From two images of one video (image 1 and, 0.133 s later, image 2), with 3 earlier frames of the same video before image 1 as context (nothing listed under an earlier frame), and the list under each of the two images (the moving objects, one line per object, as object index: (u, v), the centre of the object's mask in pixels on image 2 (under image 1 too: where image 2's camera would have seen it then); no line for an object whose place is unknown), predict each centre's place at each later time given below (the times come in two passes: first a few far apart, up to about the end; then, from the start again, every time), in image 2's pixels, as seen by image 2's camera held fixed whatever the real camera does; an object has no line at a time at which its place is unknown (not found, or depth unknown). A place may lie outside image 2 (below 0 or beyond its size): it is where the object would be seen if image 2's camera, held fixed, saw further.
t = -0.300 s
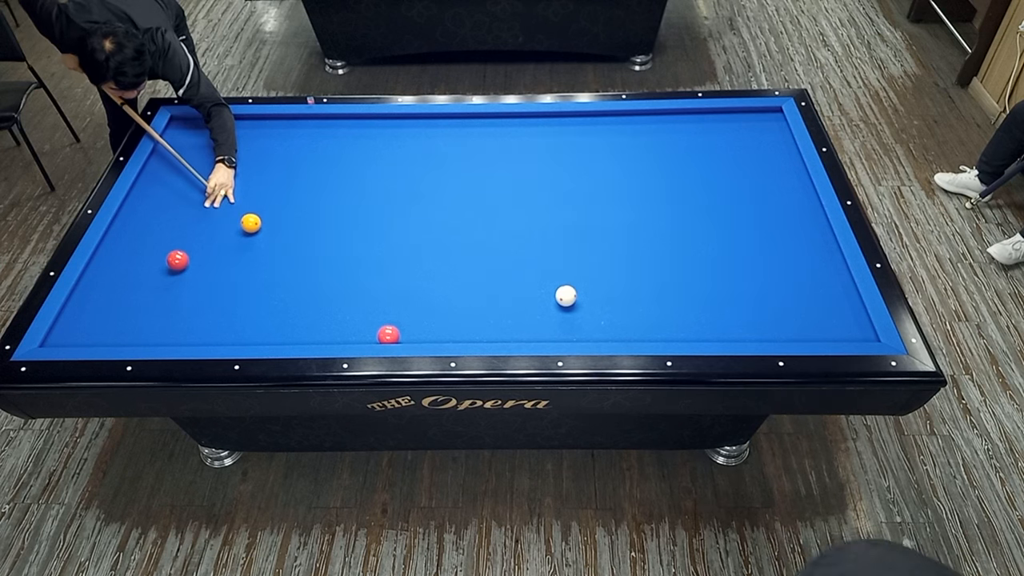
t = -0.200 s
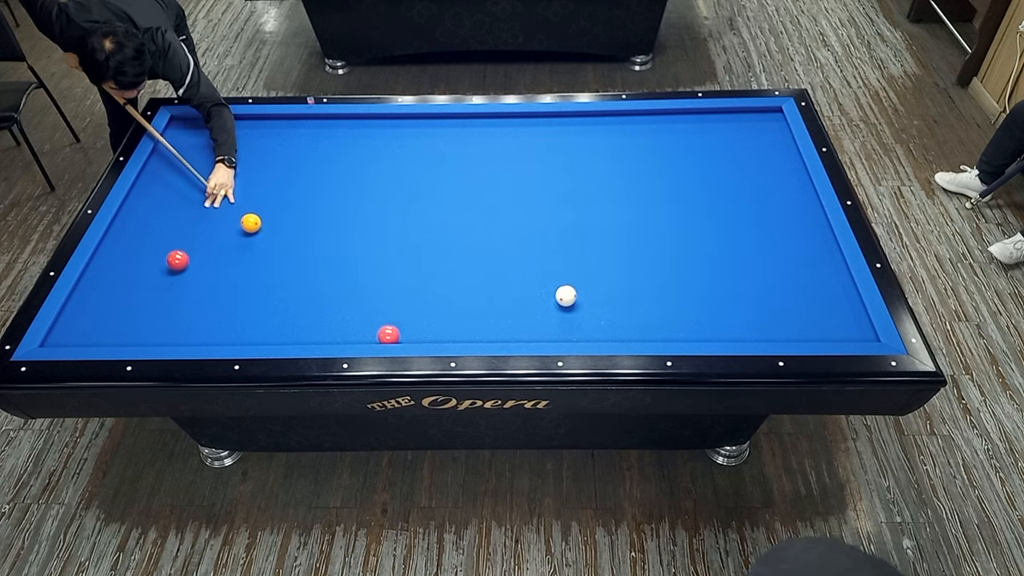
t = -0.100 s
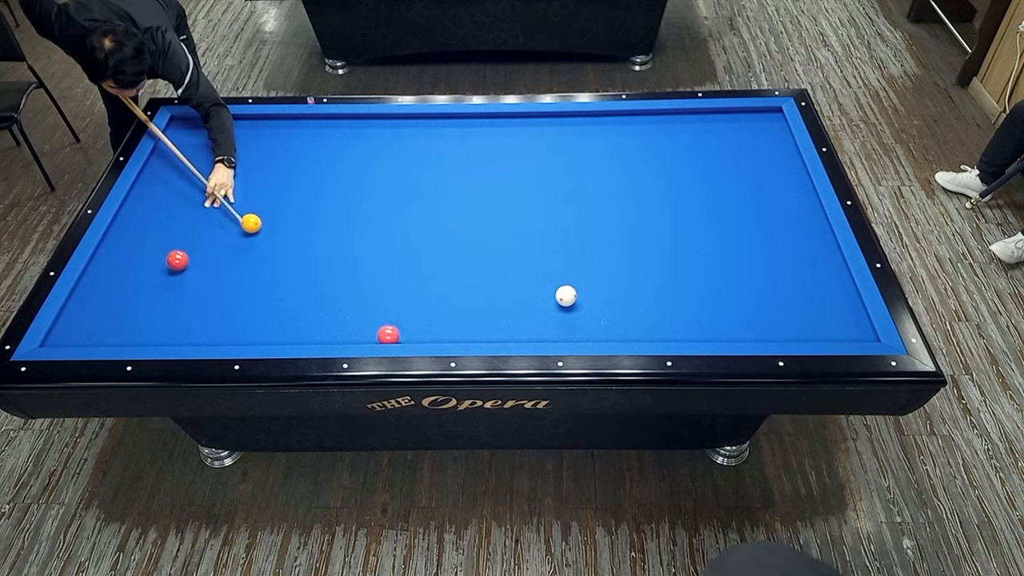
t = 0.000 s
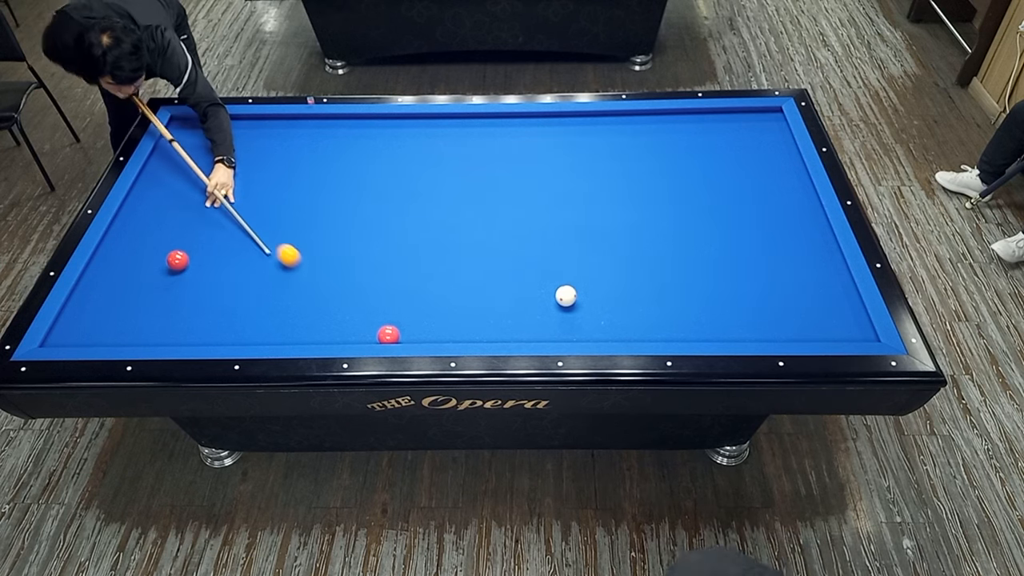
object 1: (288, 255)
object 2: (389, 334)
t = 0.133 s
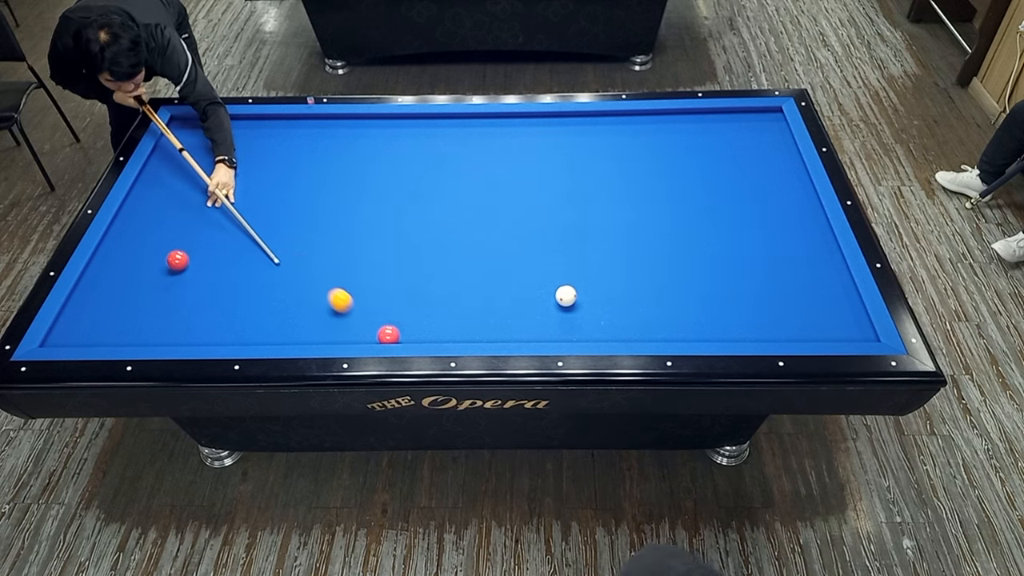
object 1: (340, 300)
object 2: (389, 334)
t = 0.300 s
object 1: (364, 335)
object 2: (424, 325)
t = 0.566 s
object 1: (339, 323)
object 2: (505, 292)
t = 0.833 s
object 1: (316, 311)
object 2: (575, 263)
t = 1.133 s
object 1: (292, 298)
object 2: (648, 234)
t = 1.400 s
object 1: (271, 288)
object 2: (708, 209)
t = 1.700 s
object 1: (250, 277)
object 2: (772, 183)
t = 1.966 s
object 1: (232, 268)
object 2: (775, 161)
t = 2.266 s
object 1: (214, 258)
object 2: (729, 138)
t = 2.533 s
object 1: (198, 250)
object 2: (691, 119)
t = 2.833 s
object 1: (182, 241)
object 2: (658, 124)
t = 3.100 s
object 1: (169, 235)
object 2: (630, 135)
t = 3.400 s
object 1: (155, 227)
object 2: (599, 149)
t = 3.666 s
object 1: (143, 221)
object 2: (572, 161)
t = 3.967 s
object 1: (132, 215)
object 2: (540, 175)
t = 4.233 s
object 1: (128, 209)
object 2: (512, 187)
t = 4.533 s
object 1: (140, 200)
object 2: (480, 201)
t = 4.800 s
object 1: (149, 193)
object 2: (452, 213)
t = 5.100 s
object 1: (159, 186)
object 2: (420, 227)
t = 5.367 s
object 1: (167, 180)
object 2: (391, 240)
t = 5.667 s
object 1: (175, 174)
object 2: (359, 254)
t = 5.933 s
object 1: (181, 169)
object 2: (330, 267)
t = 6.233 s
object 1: (188, 165)
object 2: (297, 282)
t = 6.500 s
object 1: (193, 161)
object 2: (267, 295)
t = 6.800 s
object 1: (198, 158)
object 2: (234, 310)
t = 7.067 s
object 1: (203, 155)
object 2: (205, 324)
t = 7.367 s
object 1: (207, 153)
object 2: (173, 336)
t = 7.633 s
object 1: (210, 151)
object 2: (157, 334)
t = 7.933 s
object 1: (212, 150)
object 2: (142, 327)
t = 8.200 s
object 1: (214, 149)
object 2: (130, 321)
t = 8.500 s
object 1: (215, 148)
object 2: (118, 315)
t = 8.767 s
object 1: (216, 148)
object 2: (108, 310)
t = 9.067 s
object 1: (216, 148)
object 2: (98, 305)
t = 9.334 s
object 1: (216, 148)
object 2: (90, 300)
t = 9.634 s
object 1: (216, 148)
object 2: (82, 296)
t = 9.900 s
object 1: (216, 148)
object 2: (81, 293)
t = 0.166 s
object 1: (352, 311)
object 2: (388, 334)
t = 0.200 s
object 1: (365, 322)
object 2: (388, 334)
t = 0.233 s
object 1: (369, 330)
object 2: (397, 334)
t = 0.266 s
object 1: (367, 333)
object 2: (410, 330)
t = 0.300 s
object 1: (364, 335)
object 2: (424, 325)
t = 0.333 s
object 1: (361, 334)
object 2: (436, 320)
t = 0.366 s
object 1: (357, 332)
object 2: (447, 315)
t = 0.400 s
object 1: (354, 331)
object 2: (458, 311)
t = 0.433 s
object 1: (351, 329)
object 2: (468, 307)
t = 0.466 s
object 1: (348, 327)
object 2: (478, 303)
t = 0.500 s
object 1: (345, 326)
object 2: (487, 299)
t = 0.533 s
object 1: (342, 324)
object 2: (496, 296)
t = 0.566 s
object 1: (339, 323)
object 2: (505, 292)
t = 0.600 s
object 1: (336, 321)
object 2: (515, 288)
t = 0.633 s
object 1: (334, 319)
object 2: (524, 285)
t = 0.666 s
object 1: (331, 318)
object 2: (532, 281)
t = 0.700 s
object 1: (328, 317)
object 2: (541, 277)
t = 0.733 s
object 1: (325, 315)
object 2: (550, 273)
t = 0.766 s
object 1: (322, 314)
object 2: (558, 270)
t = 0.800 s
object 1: (319, 312)
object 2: (567, 267)
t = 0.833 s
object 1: (316, 311)
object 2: (575, 263)
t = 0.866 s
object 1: (314, 309)
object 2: (584, 260)
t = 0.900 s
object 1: (311, 308)
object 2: (592, 257)
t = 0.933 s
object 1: (308, 306)
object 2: (600, 253)
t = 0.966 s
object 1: (305, 305)
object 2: (608, 250)
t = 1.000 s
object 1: (303, 304)
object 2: (616, 247)
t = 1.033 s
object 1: (300, 302)
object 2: (624, 244)
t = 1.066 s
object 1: (297, 301)
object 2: (632, 240)
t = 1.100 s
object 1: (295, 299)
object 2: (640, 237)
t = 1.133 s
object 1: (292, 298)
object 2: (648, 234)
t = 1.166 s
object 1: (290, 297)
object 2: (656, 231)
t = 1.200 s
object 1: (287, 296)
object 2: (663, 228)
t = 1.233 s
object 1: (284, 294)
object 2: (671, 224)
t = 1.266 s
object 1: (281, 293)
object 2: (679, 221)
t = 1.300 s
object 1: (279, 292)
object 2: (686, 219)
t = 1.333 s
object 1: (276, 290)
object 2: (694, 215)
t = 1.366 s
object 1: (274, 289)
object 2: (701, 212)
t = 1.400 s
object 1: (271, 288)
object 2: (708, 209)
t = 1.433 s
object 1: (269, 287)
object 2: (716, 206)
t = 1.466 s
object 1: (267, 285)
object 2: (723, 203)
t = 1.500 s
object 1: (264, 284)
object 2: (730, 200)
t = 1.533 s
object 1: (262, 283)
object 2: (737, 197)
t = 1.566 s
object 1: (259, 282)
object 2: (744, 195)
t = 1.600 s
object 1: (257, 280)
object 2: (751, 192)
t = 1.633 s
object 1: (255, 279)
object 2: (758, 189)
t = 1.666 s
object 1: (252, 278)
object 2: (765, 186)
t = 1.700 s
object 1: (250, 277)
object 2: (772, 183)
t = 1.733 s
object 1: (248, 276)
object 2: (779, 181)
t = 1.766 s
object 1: (246, 275)
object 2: (785, 178)
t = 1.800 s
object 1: (243, 273)
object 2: (792, 175)
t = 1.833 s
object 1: (241, 272)
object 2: (798, 173)
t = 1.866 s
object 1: (239, 271)
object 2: (795, 170)
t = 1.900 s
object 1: (237, 270)
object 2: (787, 167)
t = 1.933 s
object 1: (234, 269)
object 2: (781, 164)
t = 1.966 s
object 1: (232, 268)
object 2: (775, 161)
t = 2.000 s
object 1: (230, 267)
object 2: (770, 158)
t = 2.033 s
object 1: (228, 266)
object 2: (764, 156)
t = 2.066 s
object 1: (226, 265)
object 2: (759, 153)
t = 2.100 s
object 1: (224, 264)
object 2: (754, 150)
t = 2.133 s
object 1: (222, 262)
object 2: (749, 148)
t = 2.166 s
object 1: (220, 261)
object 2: (743, 145)
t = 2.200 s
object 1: (218, 260)
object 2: (739, 143)
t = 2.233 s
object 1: (216, 259)
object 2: (734, 140)
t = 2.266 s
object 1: (214, 258)
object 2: (729, 138)
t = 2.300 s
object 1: (212, 257)
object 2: (724, 135)
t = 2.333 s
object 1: (210, 256)
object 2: (719, 133)
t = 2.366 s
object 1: (208, 255)
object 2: (714, 130)
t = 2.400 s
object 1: (206, 254)
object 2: (710, 128)
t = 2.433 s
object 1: (204, 253)
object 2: (705, 126)
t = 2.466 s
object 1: (202, 252)
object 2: (700, 123)
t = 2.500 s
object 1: (200, 251)
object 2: (696, 121)
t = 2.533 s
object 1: (198, 250)
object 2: (691, 119)
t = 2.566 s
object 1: (197, 249)
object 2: (687, 116)
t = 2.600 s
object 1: (195, 248)
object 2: (682, 114)
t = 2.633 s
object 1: (193, 247)
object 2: (679, 114)
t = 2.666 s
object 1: (191, 246)
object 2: (675, 116)
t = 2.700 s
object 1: (189, 245)
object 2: (672, 118)
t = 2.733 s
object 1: (188, 244)
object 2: (668, 119)
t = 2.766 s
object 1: (186, 243)
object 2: (665, 121)
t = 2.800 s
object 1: (184, 242)
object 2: (661, 122)
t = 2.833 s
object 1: (182, 241)
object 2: (658, 124)
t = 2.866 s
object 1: (180, 241)
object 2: (654, 125)
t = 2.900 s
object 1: (179, 240)
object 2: (651, 126)
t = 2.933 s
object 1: (177, 239)
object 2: (648, 128)
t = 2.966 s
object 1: (175, 238)
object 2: (644, 130)
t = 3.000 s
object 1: (174, 237)
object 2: (641, 131)
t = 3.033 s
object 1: (172, 236)
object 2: (637, 133)
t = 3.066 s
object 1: (170, 236)
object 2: (634, 134)
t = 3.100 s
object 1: (169, 235)
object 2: (630, 135)
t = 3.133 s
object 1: (167, 234)
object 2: (627, 137)
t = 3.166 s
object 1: (166, 233)
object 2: (623, 139)
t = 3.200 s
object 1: (164, 232)
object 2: (620, 140)
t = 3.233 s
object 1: (162, 231)
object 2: (617, 142)
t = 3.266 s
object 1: (161, 231)
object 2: (613, 143)
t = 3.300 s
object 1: (159, 230)
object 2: (610, 144)
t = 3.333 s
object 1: (158, 229)
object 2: (606, 146)
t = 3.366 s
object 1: (156, 228)
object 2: (603, 148)
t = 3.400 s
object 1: (155, 227)
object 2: (599, 149)
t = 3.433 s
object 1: (153, 227)
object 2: (596, 151)
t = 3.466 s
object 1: (152, 226)
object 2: (592, 152)
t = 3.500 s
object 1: (150, 225)
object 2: (589, 154)
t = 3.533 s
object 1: (149, 224)
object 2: (586, 155)
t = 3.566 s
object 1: (148, 224)
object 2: (582, 157)
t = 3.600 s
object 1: (146, 223)
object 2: (578, 158)
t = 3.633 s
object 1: (145, 222)
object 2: (575, 160)
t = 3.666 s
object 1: (143, 221)
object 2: (572, 161)
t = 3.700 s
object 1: (142, 221)
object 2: (568, 163)
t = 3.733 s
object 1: (141, 220)
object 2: (565, 164)
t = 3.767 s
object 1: (139, 219)
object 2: (561, 166)
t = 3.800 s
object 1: (138, 218)
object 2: (558, 167)
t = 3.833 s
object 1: (137, 218)
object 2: (554, 169)
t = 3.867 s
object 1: (135, 217)
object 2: (551, 170)
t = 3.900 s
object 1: (134, 216)
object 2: (547, 172)
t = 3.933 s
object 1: (133, 216)
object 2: (544, 173)
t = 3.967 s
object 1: (132, 215)
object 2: (540, 175)
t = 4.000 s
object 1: (130, 214)
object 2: (537, 176)
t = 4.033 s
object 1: (129, 213)
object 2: (533, 178)
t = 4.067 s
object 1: (128, 213)
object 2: (530, 180)
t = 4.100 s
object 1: (127, 212)
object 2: (526, 181)
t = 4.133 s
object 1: (125, 212)
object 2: (523, 182)
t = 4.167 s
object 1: (126, 211)
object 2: (519, 184)
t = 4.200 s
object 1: (127, 210)
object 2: (516, 185)
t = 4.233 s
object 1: (128, 209)
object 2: (512, 187)
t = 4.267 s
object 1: (130, 208)
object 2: (509, 188)
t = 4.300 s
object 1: (131, 207)
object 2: (505, 190)
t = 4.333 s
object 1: (132, 206)
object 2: (501, 191)
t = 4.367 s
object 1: (134, 205)
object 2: (498, 193)
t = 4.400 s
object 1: (135, 204)
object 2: (495, 195)
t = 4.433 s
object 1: (136, 203)
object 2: (491, 196)
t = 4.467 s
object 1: (137, 202)
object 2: (487, 198)
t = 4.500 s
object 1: (139, 201)
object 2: (484, 199)
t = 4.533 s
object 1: (140, 200)
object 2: (480, 201)
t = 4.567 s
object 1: (141, 199)
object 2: (477, 202)
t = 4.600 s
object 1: (142, 198)
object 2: (473, 204)
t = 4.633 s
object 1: (143, 197)
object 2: (470, 205)
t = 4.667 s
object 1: (145, 196)
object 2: (467, 207)
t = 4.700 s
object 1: (146, 196)
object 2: (463, 209)
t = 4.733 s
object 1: (147, 195)
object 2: (459, 210)
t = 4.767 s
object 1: (148, 194)
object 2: (456, 212)
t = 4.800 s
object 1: (149, 193)
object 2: (452, 213)
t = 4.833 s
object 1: (150, 192)
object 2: (449, 215)
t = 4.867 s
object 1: (151, 191)
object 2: (445, 216)
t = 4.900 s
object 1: (153, 191)
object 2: (441, 218)
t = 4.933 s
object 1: (154, 190)
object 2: (438, 220)
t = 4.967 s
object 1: (155, 189)
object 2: (434, 221)
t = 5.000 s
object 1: (156, 188)
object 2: (431, 222)
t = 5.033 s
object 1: (157, 187)
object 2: (427, 224)
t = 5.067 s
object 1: (158, 187)
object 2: (424, 226)
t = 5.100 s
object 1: (159, 186)
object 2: (420, 227)
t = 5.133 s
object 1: (160, 185)
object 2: (416, 229)
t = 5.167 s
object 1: (161, 184)
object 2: (413, 230)
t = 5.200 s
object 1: (162, 184)
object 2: (409, 232)
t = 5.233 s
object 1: (163, 183)
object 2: (406, 234)
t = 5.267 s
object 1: (164, 182)
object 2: (402, 235)
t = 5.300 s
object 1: (165, 181)
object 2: (399, 237)
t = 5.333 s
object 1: (166, 181)
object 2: (395, 238)
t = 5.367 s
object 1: (167, 180)
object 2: (391, 240)
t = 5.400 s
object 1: (168, 179)
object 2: (388, 241)
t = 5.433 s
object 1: (168, 178)
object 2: (384, 243)
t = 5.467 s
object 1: (169, 178)
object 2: (381, 245)
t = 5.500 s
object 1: (170, 177)
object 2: (377, 246)
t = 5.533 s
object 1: (171, 176)
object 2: (373, 248)
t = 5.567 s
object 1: (172, 176)
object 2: (370, 249)
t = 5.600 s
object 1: (173, 175)
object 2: (366, 251)
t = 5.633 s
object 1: (174, 175)
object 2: (362, 253)
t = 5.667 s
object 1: (175, 174)
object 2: (359, 254)
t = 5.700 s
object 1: (175, 173)
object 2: (355, 256)
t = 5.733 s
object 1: (176, 173)
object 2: (352, 257)
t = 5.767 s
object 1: (177, 172)
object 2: (348, 259)
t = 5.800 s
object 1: (178, 172)
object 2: (344, 261)
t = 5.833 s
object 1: (179, 171)
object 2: (341, 262)
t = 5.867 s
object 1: (179, 170)
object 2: (337, 264)
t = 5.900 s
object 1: (180, 170)
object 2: (333, 265)
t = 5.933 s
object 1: (181, 169)
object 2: (330, 267)
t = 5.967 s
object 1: (182, 169)
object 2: (326, 269)
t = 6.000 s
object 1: (183, 168)
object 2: (322, 270)
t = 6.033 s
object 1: (183, 168)
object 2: (319, 272)
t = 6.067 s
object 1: (184, 167)
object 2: (315, 274)
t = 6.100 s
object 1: (185, 167)
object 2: (311, 275)
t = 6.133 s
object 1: (186, 166)
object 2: (308, 277)
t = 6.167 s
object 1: (186, 166)
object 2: (304, 279)
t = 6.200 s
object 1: (187, 165)
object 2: (300, 280)
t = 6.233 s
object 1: (188, 165)
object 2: (297, 282)
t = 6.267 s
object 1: (188, 164)
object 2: (293, 283)
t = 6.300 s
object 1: (189, 164)
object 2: (289, 285)
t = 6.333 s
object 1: (190, 163)
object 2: (286, 287)
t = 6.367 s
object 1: (191, 163)
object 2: (282, 288)
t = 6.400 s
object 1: (191, 163)
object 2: (278, 290)
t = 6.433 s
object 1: (192, 162)
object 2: (275, 292)
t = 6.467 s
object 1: (193, 162)
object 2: (271, 293)
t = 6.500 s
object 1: (193, 161)
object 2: (267, 295)
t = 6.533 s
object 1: (194, 161)
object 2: (264, 297)
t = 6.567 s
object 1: (194, 160)
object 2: (260, 298)
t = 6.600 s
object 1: (195, 160)
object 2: (256, 300)
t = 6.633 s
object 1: (196, 160)
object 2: (253, 302)
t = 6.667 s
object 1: (196, 159)
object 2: (249, 303)
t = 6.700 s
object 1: (197, 159)
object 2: (245, 305)
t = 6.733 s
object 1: (197, 158)
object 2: (242, 307)
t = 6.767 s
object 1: (198, 158)
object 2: (238, 308)
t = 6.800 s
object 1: (198, 158)
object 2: (234, 310)
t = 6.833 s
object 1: (199, 157)
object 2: (231, 312)
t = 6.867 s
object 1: (200, 157)
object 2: (227, 313)
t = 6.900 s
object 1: (200, 157)
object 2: (223, 315)
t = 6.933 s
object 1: (201, 156)
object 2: (220, 317)
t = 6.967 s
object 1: (201, 156)
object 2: (216, 319)
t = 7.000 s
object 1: (202, 156)
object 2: (213, 320)
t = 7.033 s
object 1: (202, 155)
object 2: (209, 322)
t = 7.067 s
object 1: (203, 155)
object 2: (205, 324)
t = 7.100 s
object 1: (203, 155)
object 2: (202, 325)
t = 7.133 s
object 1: (204, 154)
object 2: (198, 327)
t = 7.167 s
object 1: (204, 154)
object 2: (194, 328)
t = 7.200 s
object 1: (205, 154)
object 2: (191, 330)
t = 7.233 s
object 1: (205, 154)
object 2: (187, 332)
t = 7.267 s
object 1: (205, 153)
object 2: (183, 333)
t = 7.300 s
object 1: (206, 153)
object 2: (180, 334)
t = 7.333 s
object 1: (206, 153)
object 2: (177, 335)
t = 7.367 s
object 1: (207, 153)
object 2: (173, 336)
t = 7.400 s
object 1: (207, 152)
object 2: (170, 337)
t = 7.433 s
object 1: (207, 152)
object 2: (168, 337)
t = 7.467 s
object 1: (208, 152)
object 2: (166, 336)
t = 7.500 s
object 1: (208, 152)
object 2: (164, 336)
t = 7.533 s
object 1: (209, 152)
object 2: (162, 336)
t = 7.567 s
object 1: (209, 151)
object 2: (160, 335)
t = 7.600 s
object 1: (209, 151)
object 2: (159, 335)
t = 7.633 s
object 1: (210, 151)
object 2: (157, 334)
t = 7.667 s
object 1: (210, 151)
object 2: (155, 333)
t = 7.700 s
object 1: (210, 151)
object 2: (154, 333)
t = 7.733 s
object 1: (211, 151)
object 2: (152, 332)
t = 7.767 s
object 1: (211, 150)
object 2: (150, 331)
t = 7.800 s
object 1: (211, 150)
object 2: (149, 330)
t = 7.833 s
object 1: (212, 150)
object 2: (147, 329)
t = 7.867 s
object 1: (212, 150)
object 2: (146, 329)
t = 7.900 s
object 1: (212, 150)
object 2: (144, 328)
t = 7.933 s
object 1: (212, 150)
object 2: (142, 327)
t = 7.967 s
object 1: (213, 150)
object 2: (141, 327)
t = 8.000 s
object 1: (213, 149)
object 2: (139, 326)
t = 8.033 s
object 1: (213, 149)
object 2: (138, 325)
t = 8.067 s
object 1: (214, 149)
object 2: (136, 324)
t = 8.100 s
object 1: (214, 149)
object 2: (135, 323)
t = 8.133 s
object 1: (214, 149)
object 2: (133, 323)
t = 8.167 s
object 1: (214, 149)
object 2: (132, 322)
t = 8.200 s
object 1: (214, 149)
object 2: (130, 321)
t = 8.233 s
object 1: (214, 149)
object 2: (129, 320)
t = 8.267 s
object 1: (215, 149)
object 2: (128, 320)
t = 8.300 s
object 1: (215, 149)
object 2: (127, 319)
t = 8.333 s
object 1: (215, 149)
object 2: (125, 318)
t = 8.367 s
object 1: (215, 148)
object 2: (124, 317)
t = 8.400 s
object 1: (215, 148)
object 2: (122, 317)
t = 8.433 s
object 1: (215, 148)
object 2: (121, 316)
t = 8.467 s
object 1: (215, 148)
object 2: (120, 316)
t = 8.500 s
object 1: (215, 148)
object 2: (118, 315)
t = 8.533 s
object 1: (216, 148)
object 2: (117, 314)
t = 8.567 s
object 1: (216, 148)
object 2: (116, 314)
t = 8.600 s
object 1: (216, 148)
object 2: (114, 313)
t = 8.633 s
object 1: (216, 148)
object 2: (113, 312)
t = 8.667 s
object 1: (216, 148)
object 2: (112, 312)
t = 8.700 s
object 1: (216, 148)
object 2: (111, 311)
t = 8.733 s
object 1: (216, 148)
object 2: (109, 311)
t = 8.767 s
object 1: (216, 148)
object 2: (108, 310)
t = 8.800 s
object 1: (216, 148)
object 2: (107, 309)
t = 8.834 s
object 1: (216, 148)
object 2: (106, 309)
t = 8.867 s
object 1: (216, 148)
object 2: (105, 308)
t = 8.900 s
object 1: (216, 148)
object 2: (103, 307)
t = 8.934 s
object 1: (216, 148)
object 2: (102, 307)
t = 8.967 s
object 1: (216, 148)
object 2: (101, 306)
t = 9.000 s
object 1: (216, 148)
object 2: (100, 306)
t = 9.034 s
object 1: (216, 148)
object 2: (99, 305)
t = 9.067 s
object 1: (216, 148)
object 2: (98, 305)
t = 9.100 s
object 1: (216, 148)
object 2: (97, 304)
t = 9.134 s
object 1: (216, 148)
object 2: (96, 304)
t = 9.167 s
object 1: (216, 148)
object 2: (95, 303)
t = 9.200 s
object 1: (216, 148)
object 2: (94, 302)
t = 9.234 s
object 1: (216, 148)
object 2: (93, 302)
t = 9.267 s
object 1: (216, 148)
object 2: (92, 301)
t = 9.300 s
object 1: (216, 148)
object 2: (91, 301)
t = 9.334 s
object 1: (216, 148)
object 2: (90, 300)
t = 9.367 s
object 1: (216, 148)
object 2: (89, 300)
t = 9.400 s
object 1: (216, 148)
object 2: (88, 299)
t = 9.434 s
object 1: (216, 148)
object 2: (87, 299)
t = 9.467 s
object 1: (216, 148)
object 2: (86, 298)
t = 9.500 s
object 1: (216, 148)
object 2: (85, 298)
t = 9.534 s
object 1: (216, 148)
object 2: (84, 297)
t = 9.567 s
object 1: (216, 148)
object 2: (83, 297)
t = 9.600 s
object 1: (216, 148)
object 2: (83, 296)
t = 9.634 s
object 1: (216, 148)
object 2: (82, 296)
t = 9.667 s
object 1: (216, 148)
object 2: (81, 295)
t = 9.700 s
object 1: (216, 148)
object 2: (80, 295)
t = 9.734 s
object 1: (216, 148)
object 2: (79, 295)
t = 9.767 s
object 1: (216, 148)
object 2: (79, 294)
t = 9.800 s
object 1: (216, 148)
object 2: (79, 294)
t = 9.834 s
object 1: (216, 148)
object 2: (80, 293)
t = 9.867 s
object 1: (216, 148)
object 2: (81, 293)
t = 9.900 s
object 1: (216, 148)
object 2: (81, 293)
